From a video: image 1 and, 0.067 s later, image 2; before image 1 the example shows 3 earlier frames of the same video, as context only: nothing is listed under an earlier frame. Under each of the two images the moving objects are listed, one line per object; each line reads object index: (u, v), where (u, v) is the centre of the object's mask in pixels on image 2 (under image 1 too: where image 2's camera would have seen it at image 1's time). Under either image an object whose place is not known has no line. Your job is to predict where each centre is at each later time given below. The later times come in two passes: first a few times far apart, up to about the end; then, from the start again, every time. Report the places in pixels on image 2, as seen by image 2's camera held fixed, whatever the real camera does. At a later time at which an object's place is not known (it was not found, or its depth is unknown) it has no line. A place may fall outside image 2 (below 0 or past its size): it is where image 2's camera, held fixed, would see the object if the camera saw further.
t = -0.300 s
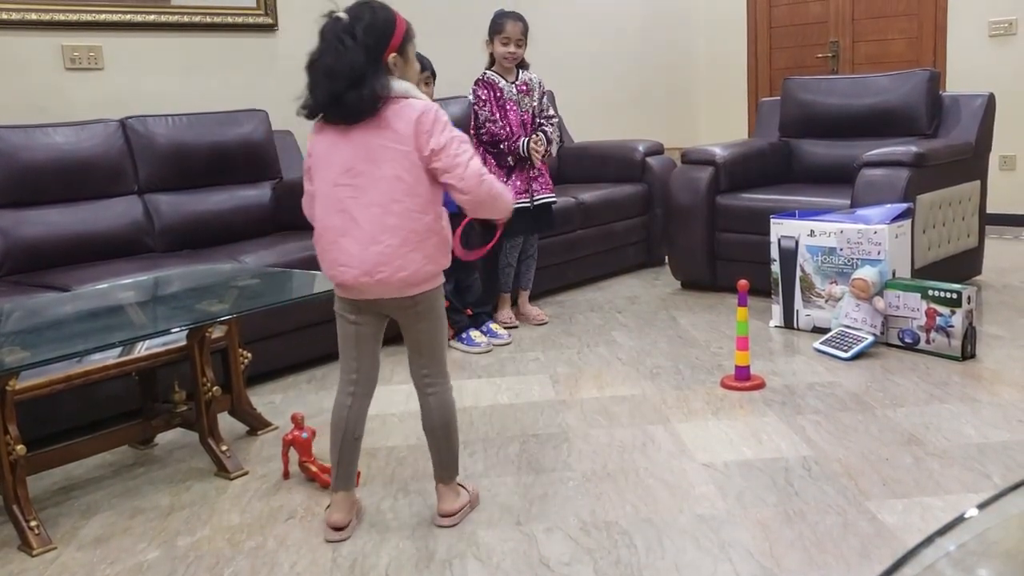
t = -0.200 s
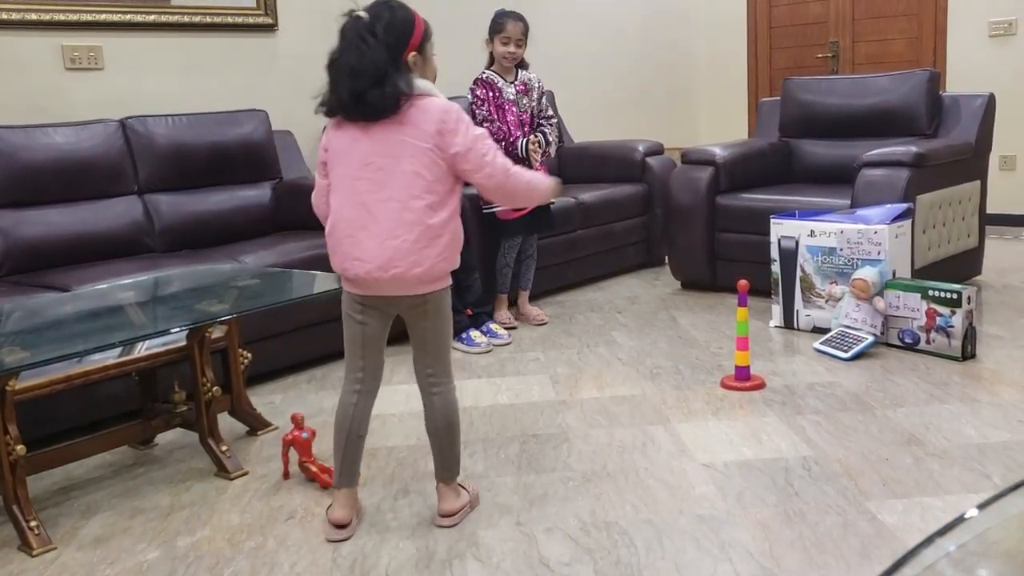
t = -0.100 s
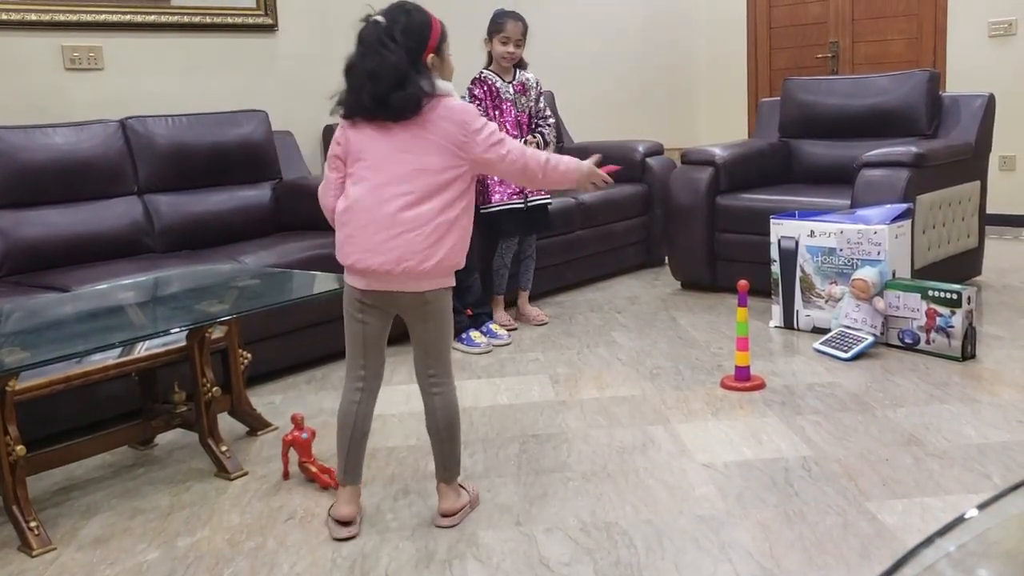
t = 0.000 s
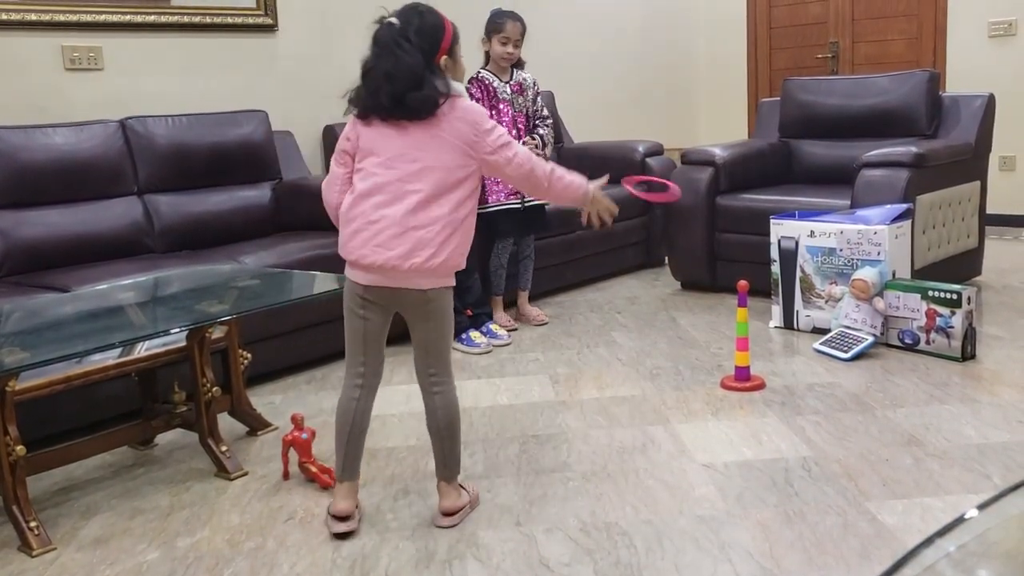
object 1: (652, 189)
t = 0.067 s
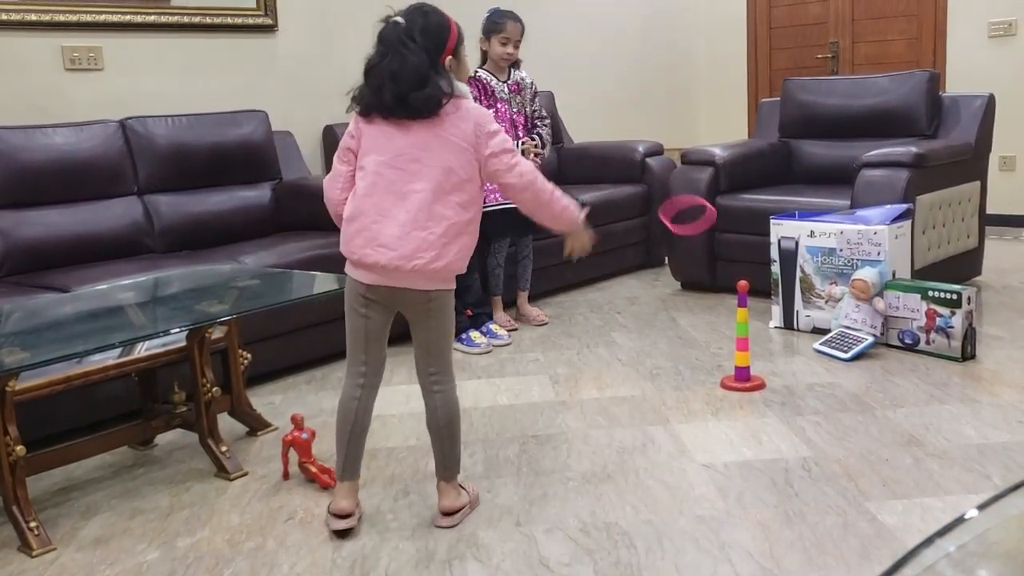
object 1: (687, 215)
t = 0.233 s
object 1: (770, 309)
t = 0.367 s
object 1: (803, 370)
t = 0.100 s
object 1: (704, 232)
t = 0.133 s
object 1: (721, 253)
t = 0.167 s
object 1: (738, 275)
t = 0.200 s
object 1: (764, 292)
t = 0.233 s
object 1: (770, 309)
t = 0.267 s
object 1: (778, 345)
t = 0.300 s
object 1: (793, 378)
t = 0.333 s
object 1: (799, 380)
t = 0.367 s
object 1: (803, 370)
